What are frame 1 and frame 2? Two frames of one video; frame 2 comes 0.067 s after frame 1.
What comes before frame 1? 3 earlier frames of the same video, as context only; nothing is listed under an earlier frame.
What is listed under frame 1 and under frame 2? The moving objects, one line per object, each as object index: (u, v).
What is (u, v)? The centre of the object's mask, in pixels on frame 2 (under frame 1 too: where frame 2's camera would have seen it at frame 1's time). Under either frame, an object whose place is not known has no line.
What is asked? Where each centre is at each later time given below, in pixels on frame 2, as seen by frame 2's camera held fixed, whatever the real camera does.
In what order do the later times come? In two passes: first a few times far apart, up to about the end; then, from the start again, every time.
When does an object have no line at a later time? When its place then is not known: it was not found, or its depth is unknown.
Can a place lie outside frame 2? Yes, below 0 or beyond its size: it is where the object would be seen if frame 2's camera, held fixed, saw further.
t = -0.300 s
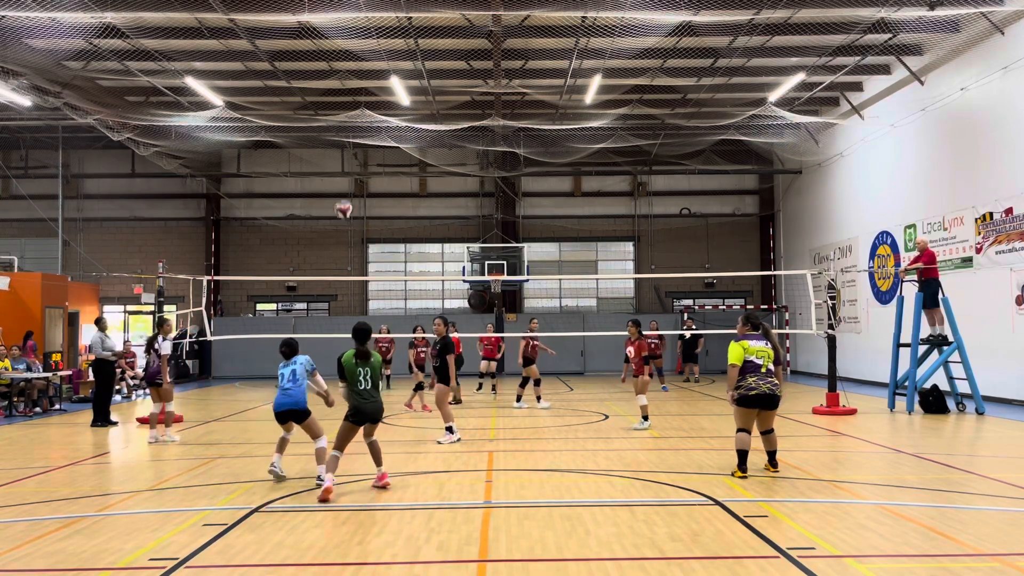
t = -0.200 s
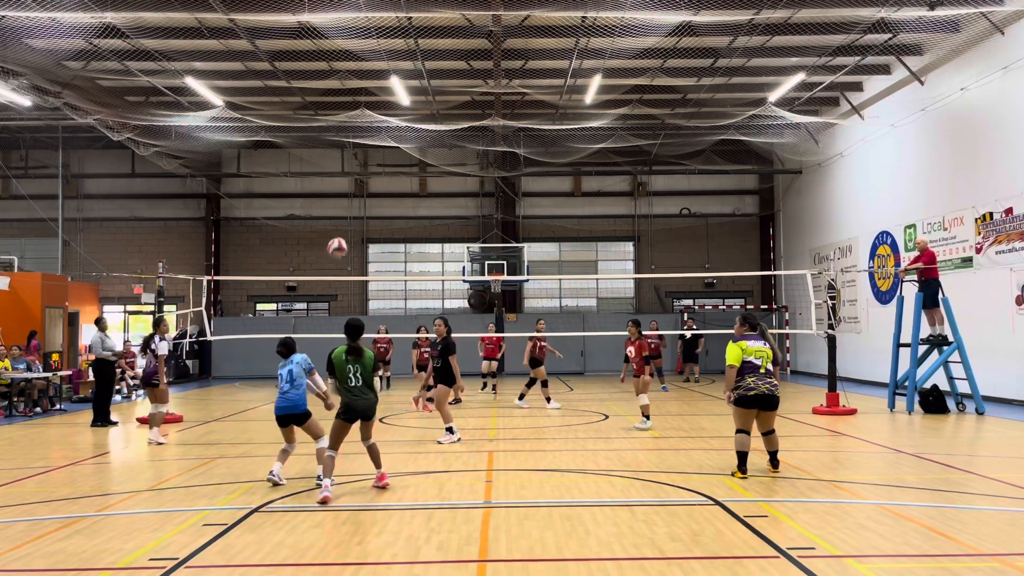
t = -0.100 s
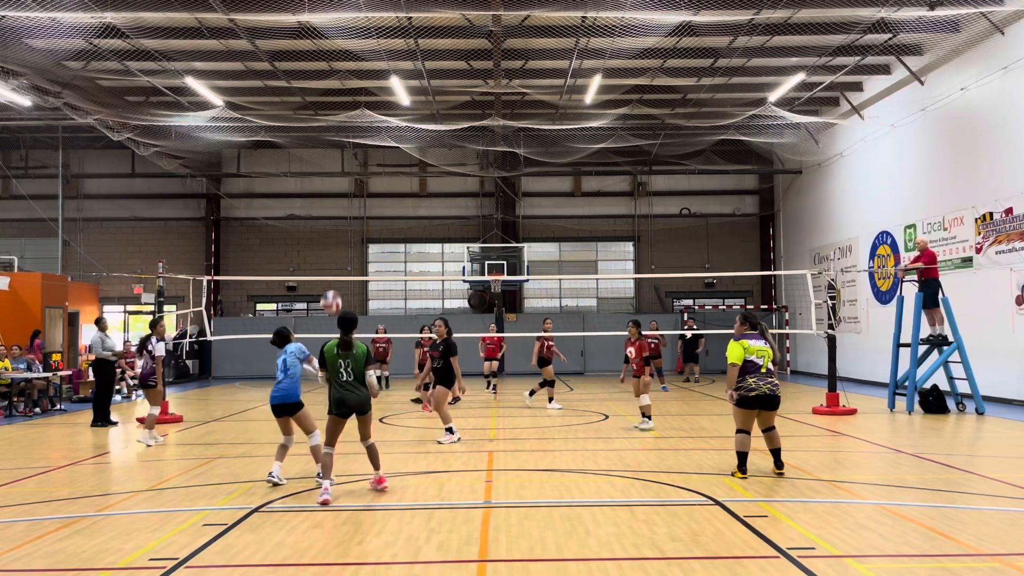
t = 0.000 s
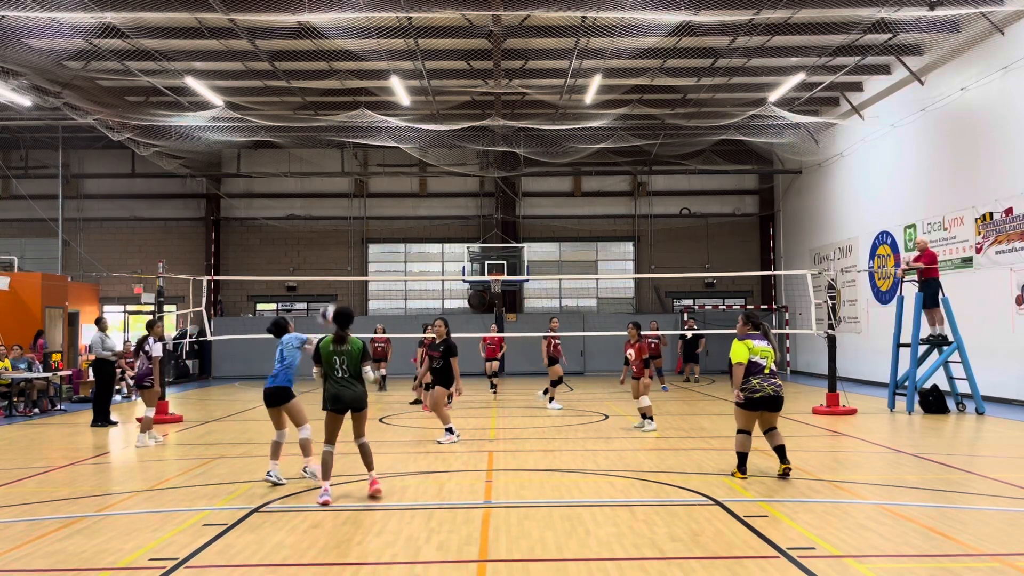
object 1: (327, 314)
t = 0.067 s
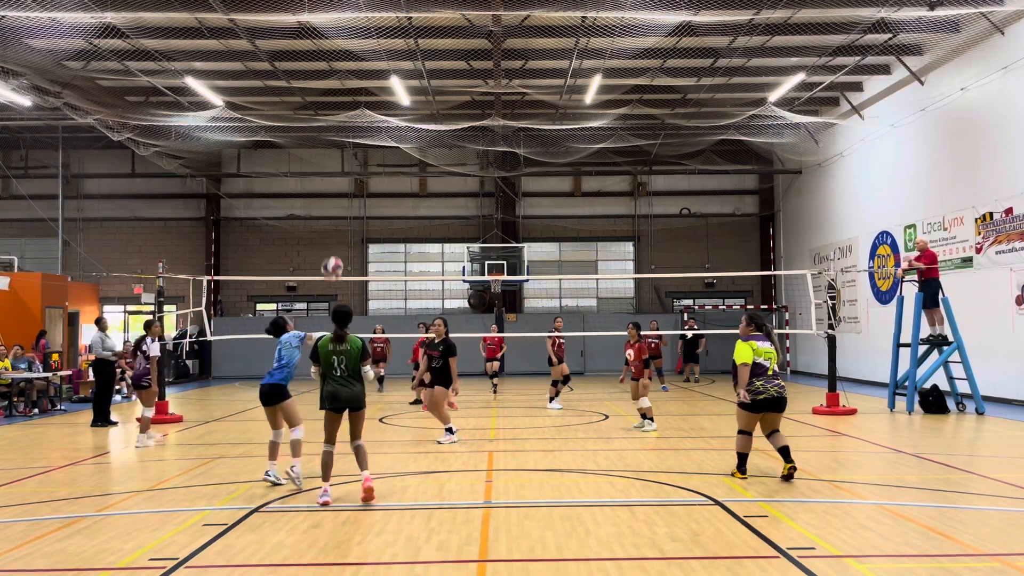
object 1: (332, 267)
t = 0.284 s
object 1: (341, 160)
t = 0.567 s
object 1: (352, 107)
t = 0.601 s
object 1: (354, 105)
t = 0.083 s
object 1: (333, 255)
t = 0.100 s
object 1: (334, 245)
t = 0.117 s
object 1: (334, 235)
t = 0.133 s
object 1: (335, 228)
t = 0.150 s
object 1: (336, 219)
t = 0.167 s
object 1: (338, 209)
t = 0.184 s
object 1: (338, 200)
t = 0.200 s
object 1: (339, 193)
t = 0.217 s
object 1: (339, 186)
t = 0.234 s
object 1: (340, 178)
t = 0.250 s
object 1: (340, 172)
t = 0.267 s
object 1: (341, 165)
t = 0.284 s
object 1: (341, 160)
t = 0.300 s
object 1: (342, 155)
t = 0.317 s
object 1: (342, 150)
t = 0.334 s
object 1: (343, 145)
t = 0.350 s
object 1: (344, 140)
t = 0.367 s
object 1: (345, 136)
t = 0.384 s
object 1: (345, 132)
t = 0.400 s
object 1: (346, 128)
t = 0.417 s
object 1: (347, 125)
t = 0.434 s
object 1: (347, 122)
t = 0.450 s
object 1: (348, 119)
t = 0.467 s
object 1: (349, 116)
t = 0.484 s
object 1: (349, 114)
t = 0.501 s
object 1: (349, 112)
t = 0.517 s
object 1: (350, 110)
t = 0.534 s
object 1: (351, 109)
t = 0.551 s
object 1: (352, 108)
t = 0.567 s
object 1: (352, 107)
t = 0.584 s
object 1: (353, 106)
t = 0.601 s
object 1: (354, 105)
